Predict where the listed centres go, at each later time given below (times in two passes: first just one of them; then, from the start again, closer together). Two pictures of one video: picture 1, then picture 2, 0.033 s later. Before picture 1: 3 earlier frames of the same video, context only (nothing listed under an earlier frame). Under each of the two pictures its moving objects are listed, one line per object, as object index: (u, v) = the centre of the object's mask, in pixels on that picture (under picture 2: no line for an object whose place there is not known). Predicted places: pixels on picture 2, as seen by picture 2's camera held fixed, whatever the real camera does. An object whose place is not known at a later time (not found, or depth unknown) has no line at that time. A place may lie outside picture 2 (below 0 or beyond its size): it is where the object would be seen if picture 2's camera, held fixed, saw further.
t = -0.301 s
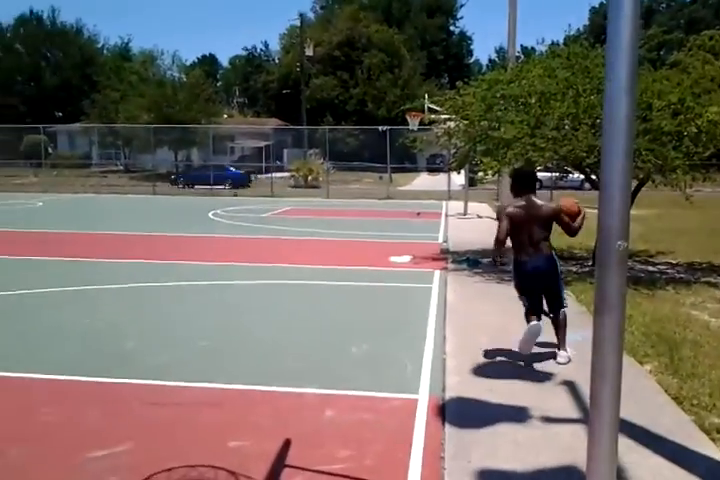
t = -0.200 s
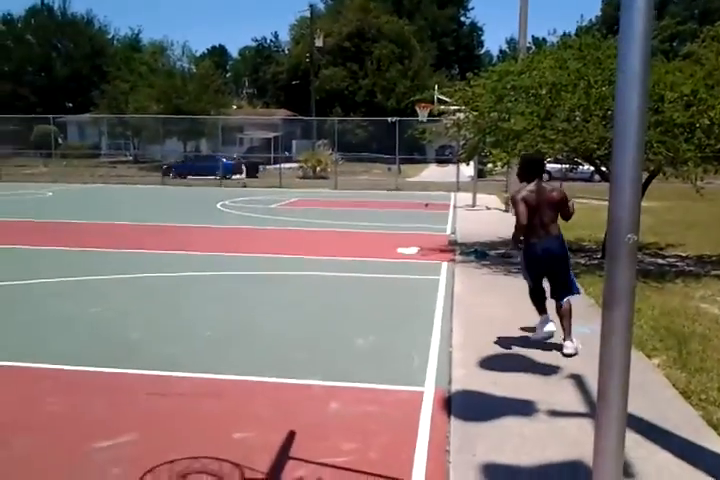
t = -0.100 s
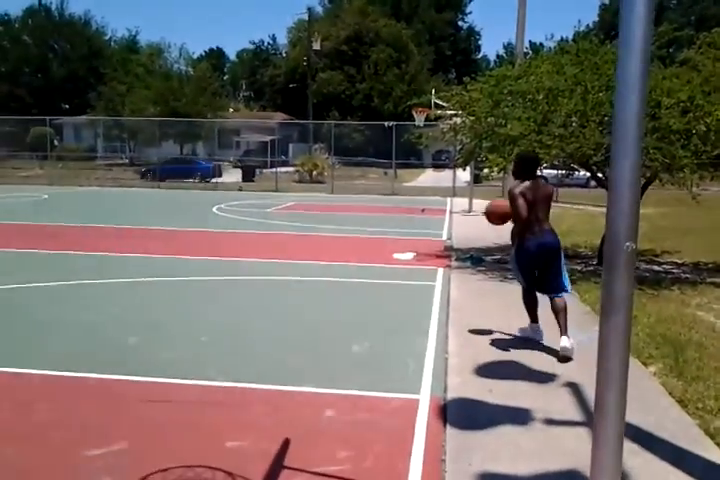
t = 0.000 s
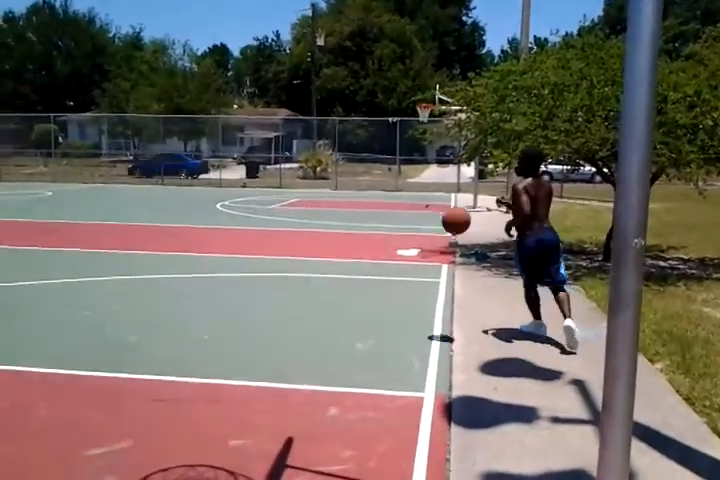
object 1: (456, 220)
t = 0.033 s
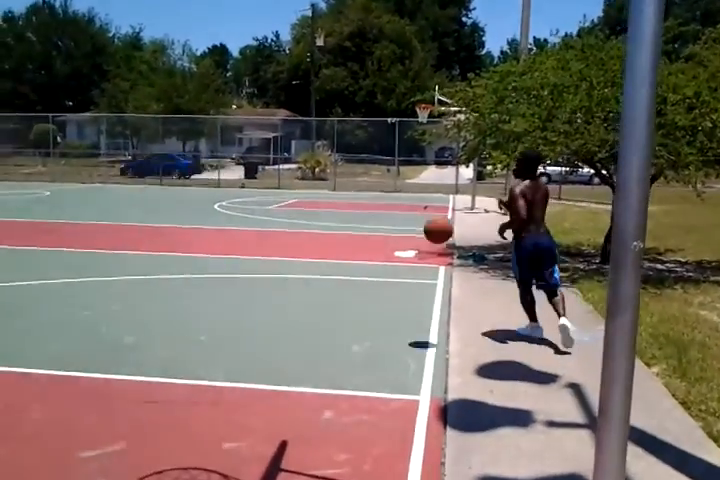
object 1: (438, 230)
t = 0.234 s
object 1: (323, 314)
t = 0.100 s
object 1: (403, 248)
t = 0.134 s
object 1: (383, 263)
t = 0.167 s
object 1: (365, 277)
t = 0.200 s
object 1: (344, 294)
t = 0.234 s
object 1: (323, 314)
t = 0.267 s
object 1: (300, 337)
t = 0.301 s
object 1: (275, 363)
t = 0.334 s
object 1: (255, 376)
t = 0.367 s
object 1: (239, 362)
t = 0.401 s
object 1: (223, 349)
